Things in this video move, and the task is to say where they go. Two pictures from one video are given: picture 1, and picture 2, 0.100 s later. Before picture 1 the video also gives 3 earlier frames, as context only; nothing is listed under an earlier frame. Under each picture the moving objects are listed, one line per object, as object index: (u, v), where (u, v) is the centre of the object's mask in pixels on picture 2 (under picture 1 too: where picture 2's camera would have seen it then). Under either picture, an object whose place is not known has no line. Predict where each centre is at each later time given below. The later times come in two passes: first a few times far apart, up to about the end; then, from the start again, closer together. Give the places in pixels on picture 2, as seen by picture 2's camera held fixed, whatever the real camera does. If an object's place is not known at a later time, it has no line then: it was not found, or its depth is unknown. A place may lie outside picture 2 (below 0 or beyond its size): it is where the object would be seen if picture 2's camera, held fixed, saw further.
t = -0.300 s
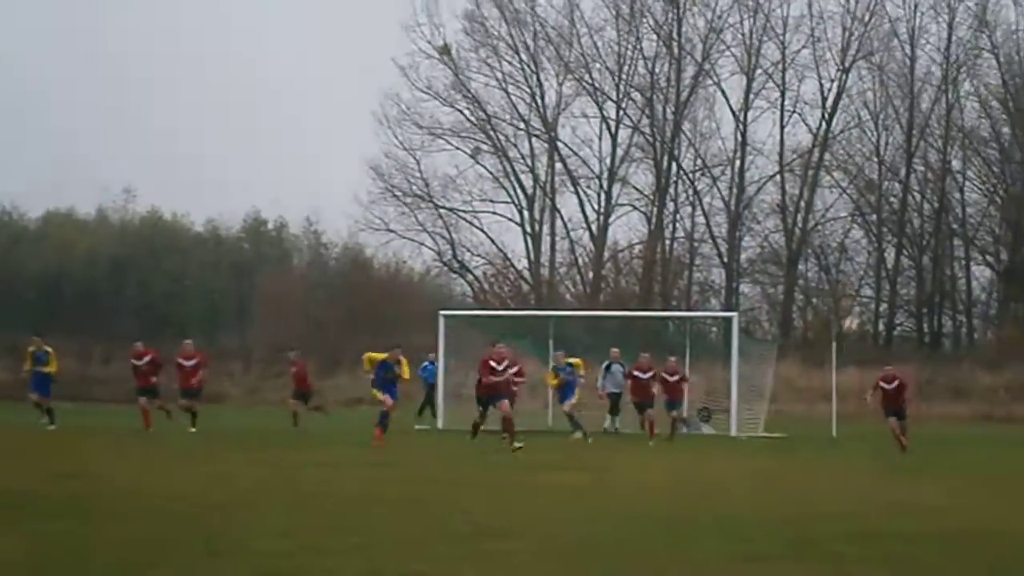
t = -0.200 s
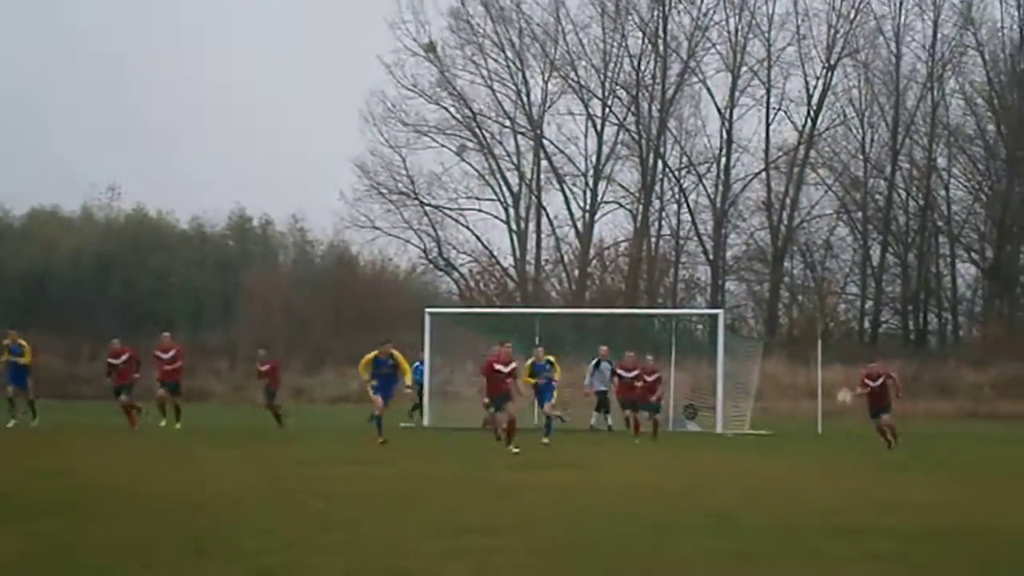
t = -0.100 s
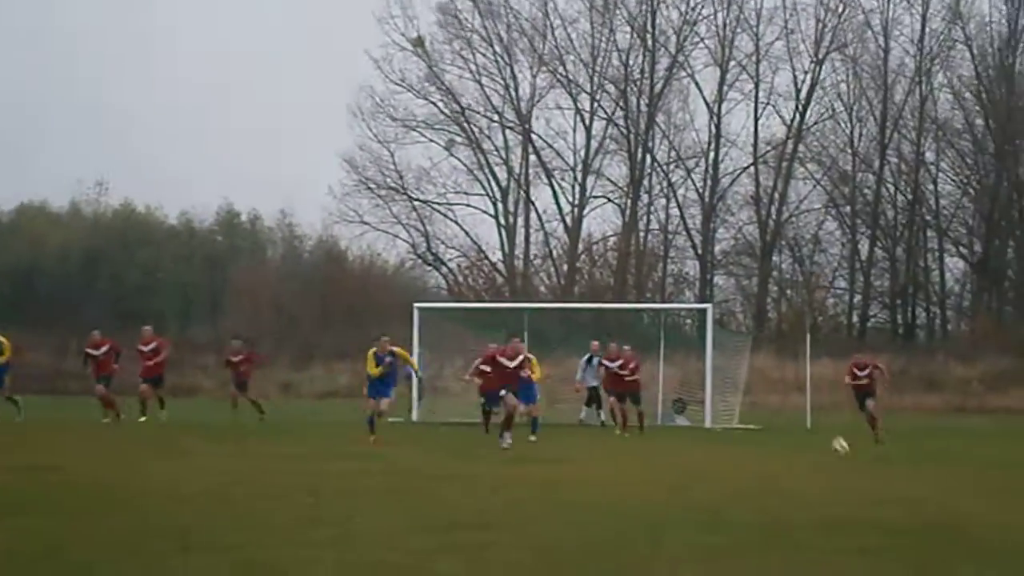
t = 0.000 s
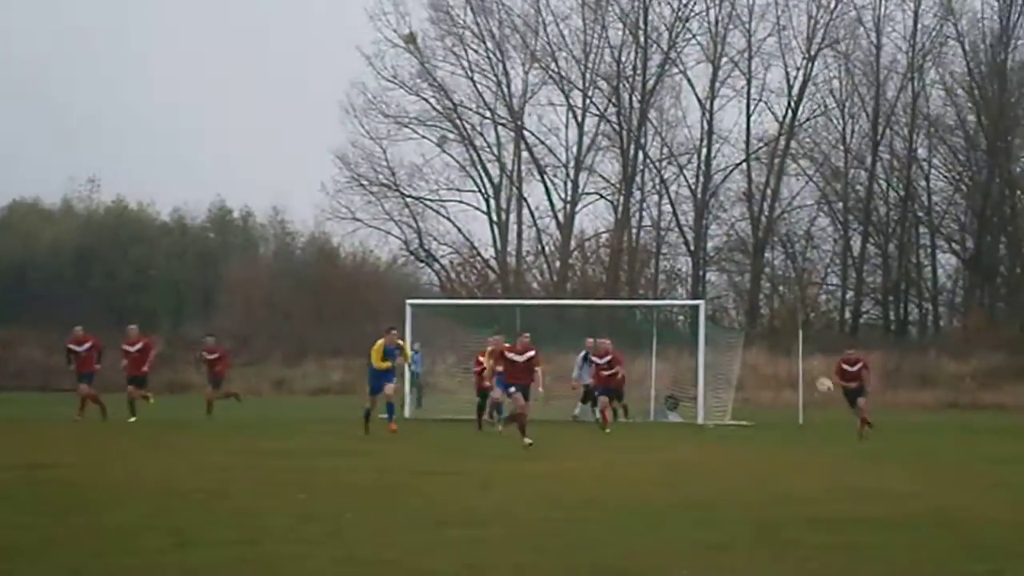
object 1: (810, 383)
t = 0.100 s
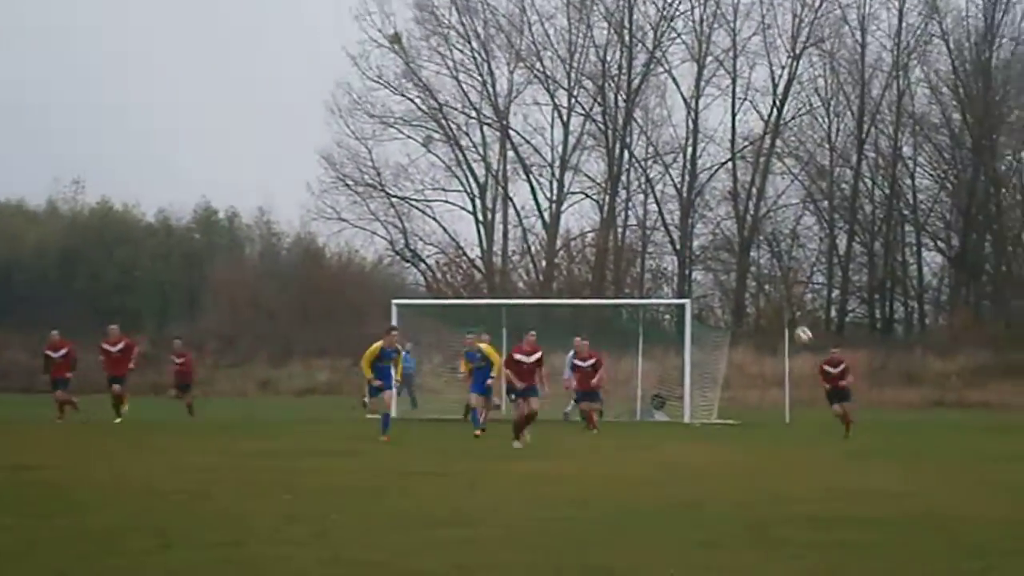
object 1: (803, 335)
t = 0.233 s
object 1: (794, 284)
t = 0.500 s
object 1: (773, 219)
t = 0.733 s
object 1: (755, 209)
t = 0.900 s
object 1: (740, 227)
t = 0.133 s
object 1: (801, 320)
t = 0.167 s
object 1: (798, 306)
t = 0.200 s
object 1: (796, 294)
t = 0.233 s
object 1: (794, 284)
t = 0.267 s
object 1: (791, 272)
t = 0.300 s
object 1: (788, 261)
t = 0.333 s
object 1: (787, 252)
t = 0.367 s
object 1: (784, 245)
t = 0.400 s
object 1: (782, 237)
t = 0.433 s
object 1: (779, 229)
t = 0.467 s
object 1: (775, 224)
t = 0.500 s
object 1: (773, 219)
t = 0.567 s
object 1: (767, 212)
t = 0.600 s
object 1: (765, 211)
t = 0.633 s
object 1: (762, 209)
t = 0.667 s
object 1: (760, 207)
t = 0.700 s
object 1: (757, 207)
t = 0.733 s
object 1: (755, 209)
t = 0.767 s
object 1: (750, 211)
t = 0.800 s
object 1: (747, 214)
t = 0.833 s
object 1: (744, 218)
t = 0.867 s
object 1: (742, 223)
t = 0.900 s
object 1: (740, 227)
